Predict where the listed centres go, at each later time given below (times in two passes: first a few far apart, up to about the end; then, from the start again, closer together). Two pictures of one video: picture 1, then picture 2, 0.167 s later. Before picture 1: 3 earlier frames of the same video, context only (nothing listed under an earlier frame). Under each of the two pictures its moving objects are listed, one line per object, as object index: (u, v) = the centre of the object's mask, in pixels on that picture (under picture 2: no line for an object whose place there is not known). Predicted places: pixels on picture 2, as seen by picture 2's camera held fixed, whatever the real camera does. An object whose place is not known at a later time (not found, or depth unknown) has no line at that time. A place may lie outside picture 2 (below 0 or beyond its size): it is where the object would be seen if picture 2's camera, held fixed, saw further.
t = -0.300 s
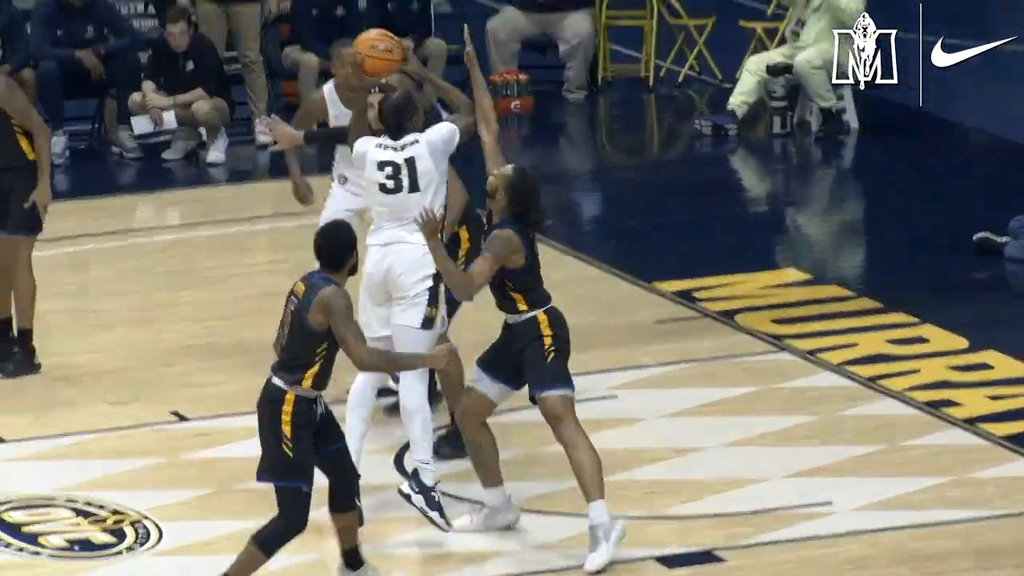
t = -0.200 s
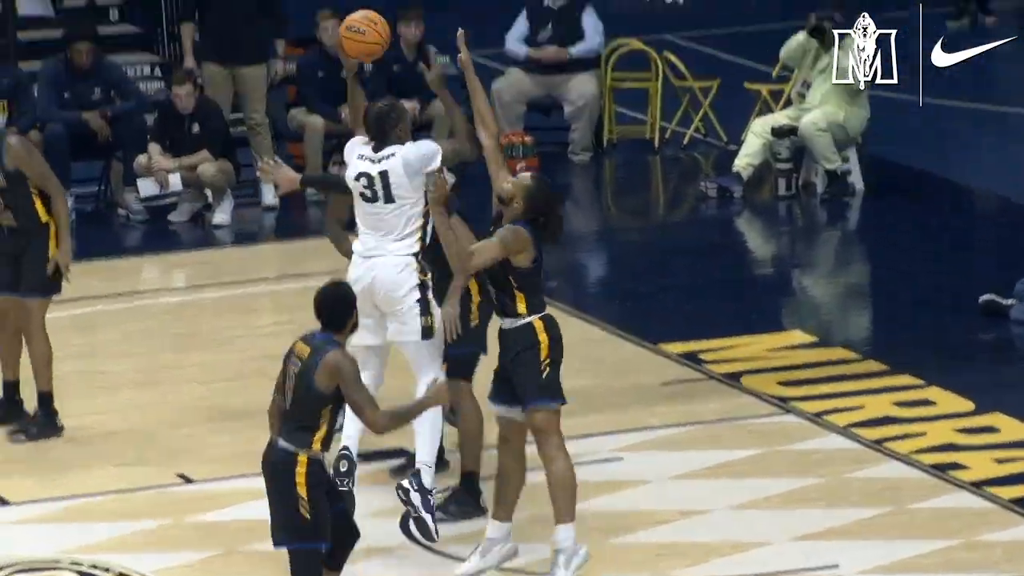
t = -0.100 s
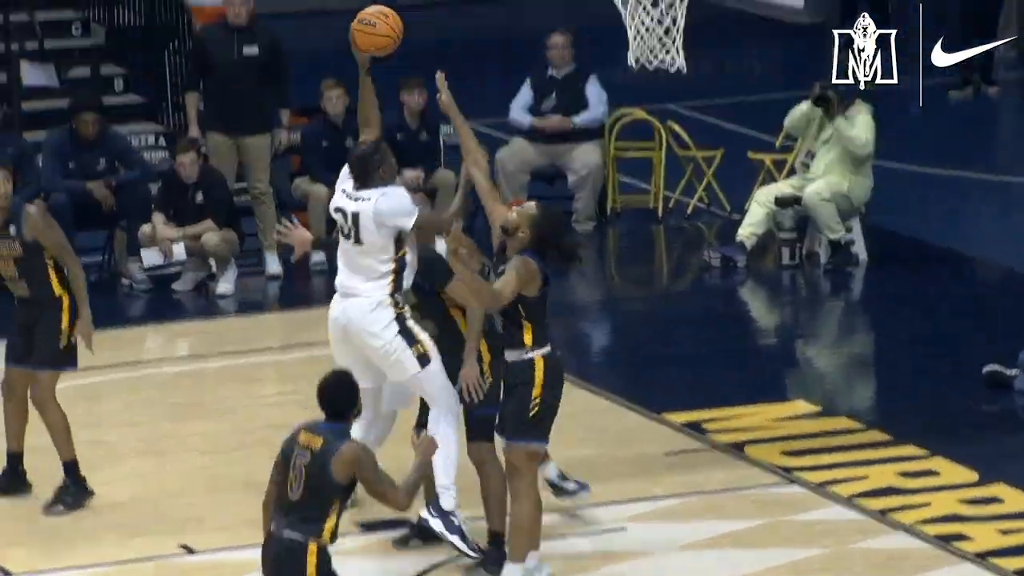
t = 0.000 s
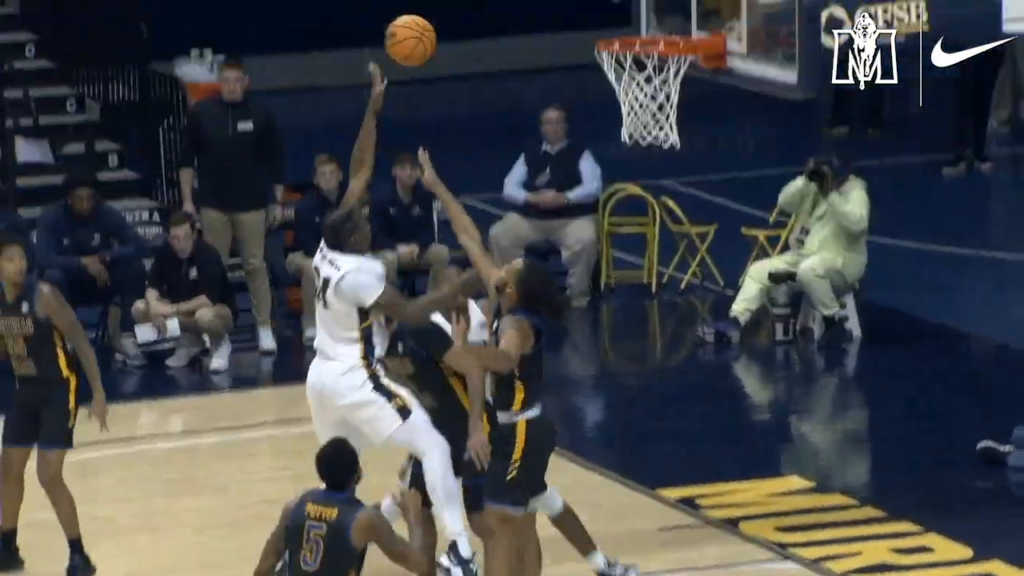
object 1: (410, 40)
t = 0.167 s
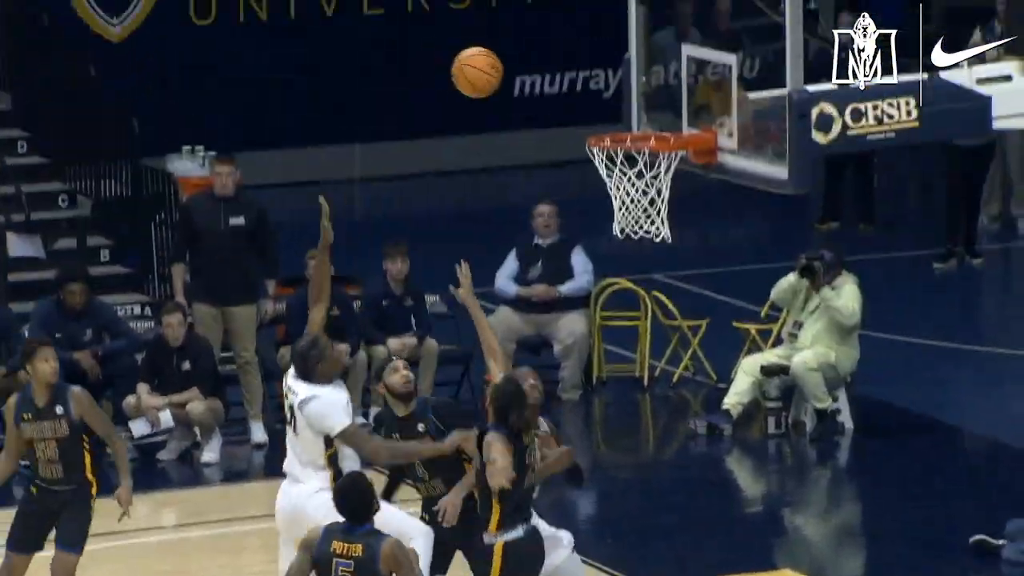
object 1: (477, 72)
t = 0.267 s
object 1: (522, 62)
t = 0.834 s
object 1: (632, 199)
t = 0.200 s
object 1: (492, 67)
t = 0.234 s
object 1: (507, 63)
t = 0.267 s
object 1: (522, 62)
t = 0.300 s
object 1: (536, 63)
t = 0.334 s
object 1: (551, 67)
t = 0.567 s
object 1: (642, 138)
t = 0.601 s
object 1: (645, 147)
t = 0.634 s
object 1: (649, 160)
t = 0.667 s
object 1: (652, 171)
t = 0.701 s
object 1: (652, 177)
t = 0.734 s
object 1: (647, 184)
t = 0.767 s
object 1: (641, 188)
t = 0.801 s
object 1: (636, 193)
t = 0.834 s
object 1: (632, 199)
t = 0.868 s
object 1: (628, 206)
